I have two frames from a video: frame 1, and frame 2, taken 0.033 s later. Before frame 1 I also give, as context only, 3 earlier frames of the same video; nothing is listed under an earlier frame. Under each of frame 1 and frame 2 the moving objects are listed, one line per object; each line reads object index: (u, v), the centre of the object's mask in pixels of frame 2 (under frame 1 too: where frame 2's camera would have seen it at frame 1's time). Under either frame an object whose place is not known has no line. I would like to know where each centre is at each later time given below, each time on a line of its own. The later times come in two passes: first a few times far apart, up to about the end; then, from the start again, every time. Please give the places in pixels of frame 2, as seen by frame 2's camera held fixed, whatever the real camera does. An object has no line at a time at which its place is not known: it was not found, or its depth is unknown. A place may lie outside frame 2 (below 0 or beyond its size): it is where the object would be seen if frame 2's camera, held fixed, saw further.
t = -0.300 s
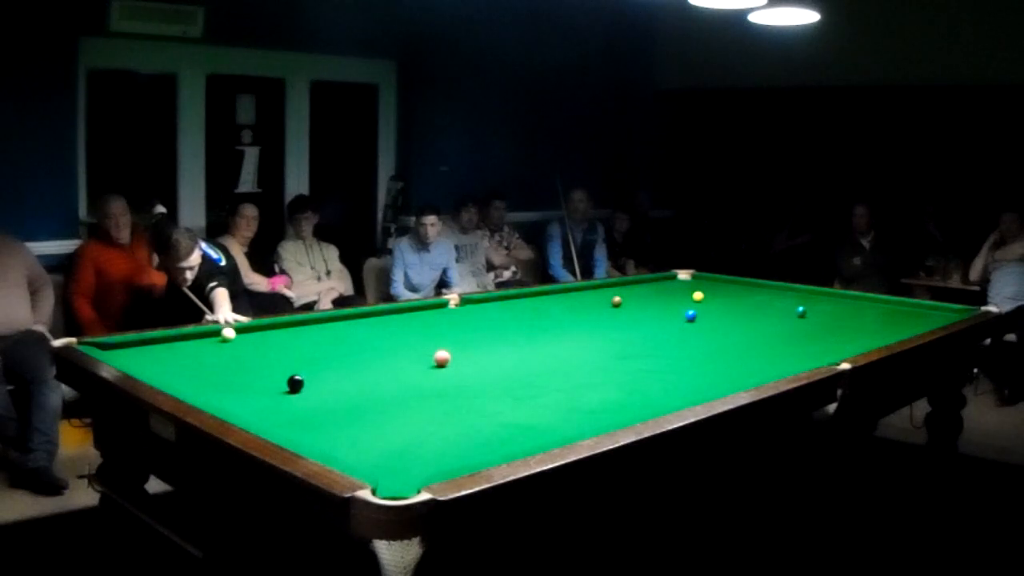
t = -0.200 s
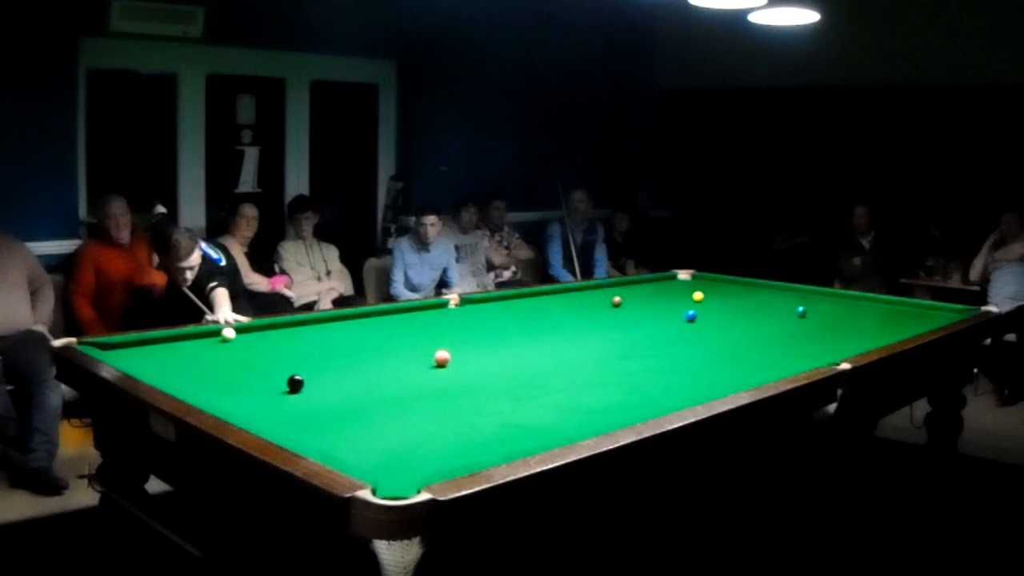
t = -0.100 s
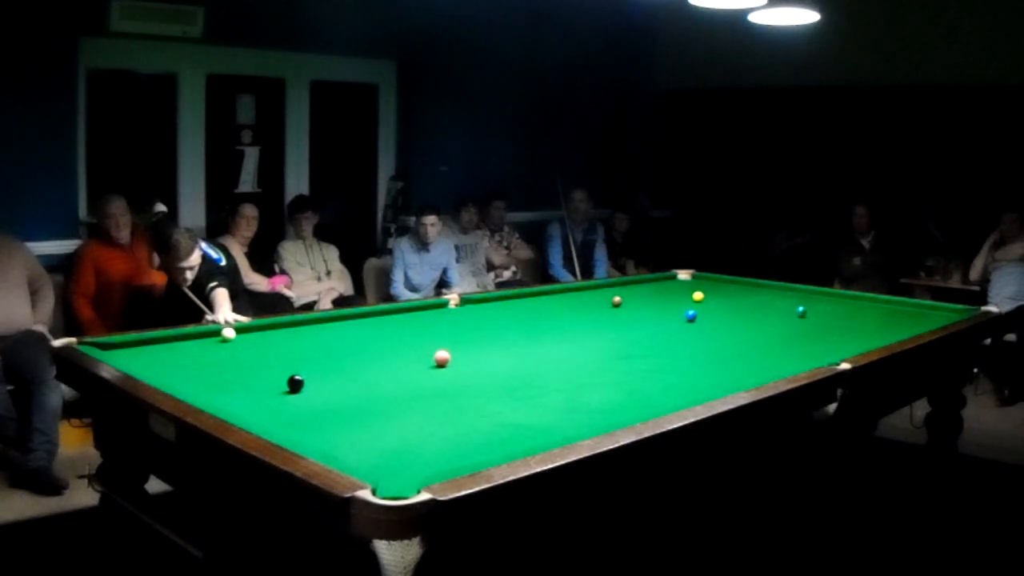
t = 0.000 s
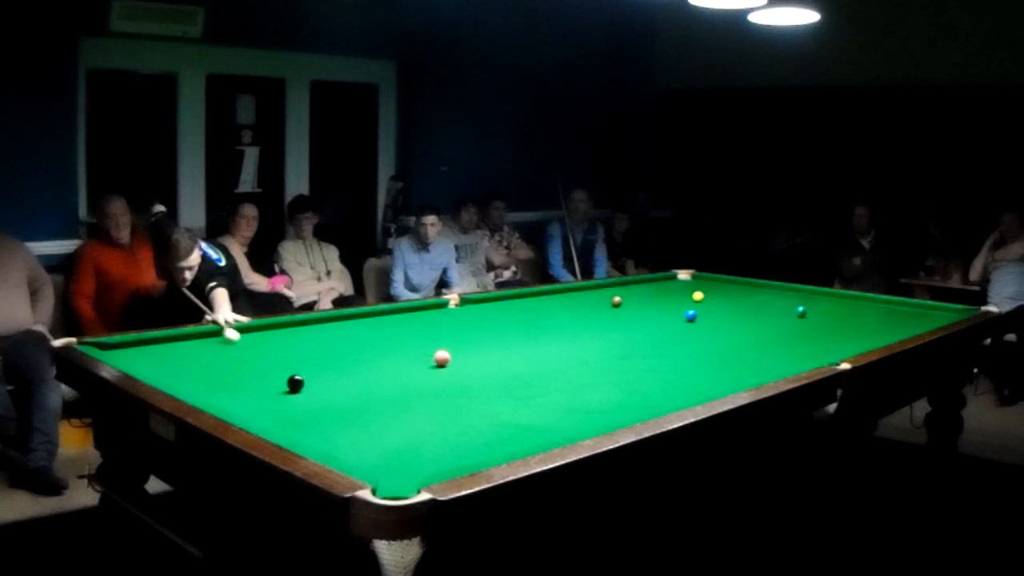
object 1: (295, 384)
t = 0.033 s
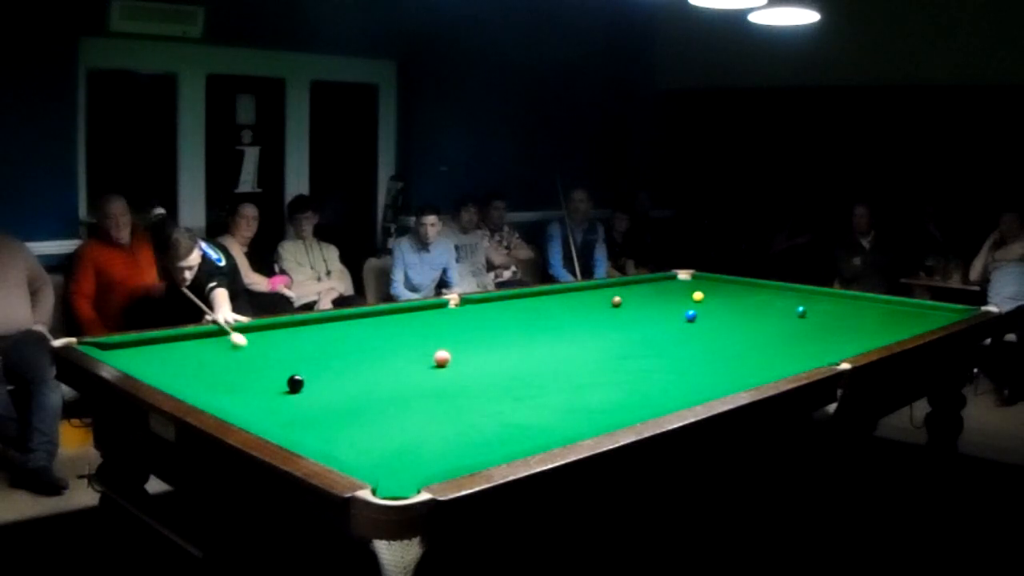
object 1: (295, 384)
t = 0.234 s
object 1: (295, 384)
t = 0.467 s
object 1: (354, 434)
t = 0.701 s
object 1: (399, 491)
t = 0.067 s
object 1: (295, 384)
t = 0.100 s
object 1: (295, 384)
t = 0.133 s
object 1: (295, 384)
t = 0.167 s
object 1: (295, 384)
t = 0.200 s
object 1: (295, 384)
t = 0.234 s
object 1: (295, 384)
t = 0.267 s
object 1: (298, 388)
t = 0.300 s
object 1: (308, 394)
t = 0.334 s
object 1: (317, 402)
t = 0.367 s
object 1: (325, 409)
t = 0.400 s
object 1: (335, 417)
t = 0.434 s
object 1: (345, 426)
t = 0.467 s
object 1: (354, 434)
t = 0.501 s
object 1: (365, 443)
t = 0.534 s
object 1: (375, 453)
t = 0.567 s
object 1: (385, 462)
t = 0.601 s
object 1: (397, 471)
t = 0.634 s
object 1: (408, 482)
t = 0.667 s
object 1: (397, 486)
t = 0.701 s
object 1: (399, 491)
